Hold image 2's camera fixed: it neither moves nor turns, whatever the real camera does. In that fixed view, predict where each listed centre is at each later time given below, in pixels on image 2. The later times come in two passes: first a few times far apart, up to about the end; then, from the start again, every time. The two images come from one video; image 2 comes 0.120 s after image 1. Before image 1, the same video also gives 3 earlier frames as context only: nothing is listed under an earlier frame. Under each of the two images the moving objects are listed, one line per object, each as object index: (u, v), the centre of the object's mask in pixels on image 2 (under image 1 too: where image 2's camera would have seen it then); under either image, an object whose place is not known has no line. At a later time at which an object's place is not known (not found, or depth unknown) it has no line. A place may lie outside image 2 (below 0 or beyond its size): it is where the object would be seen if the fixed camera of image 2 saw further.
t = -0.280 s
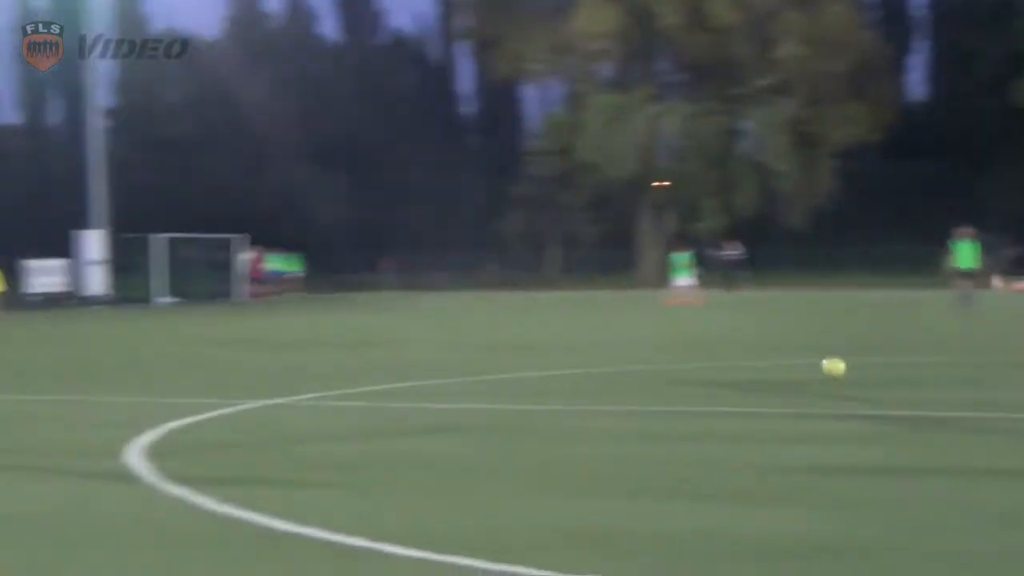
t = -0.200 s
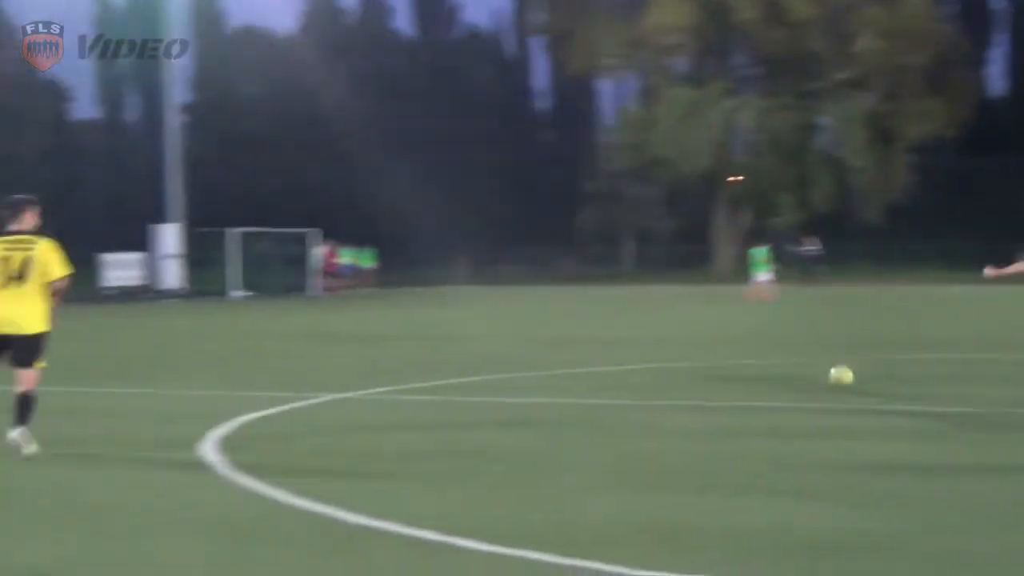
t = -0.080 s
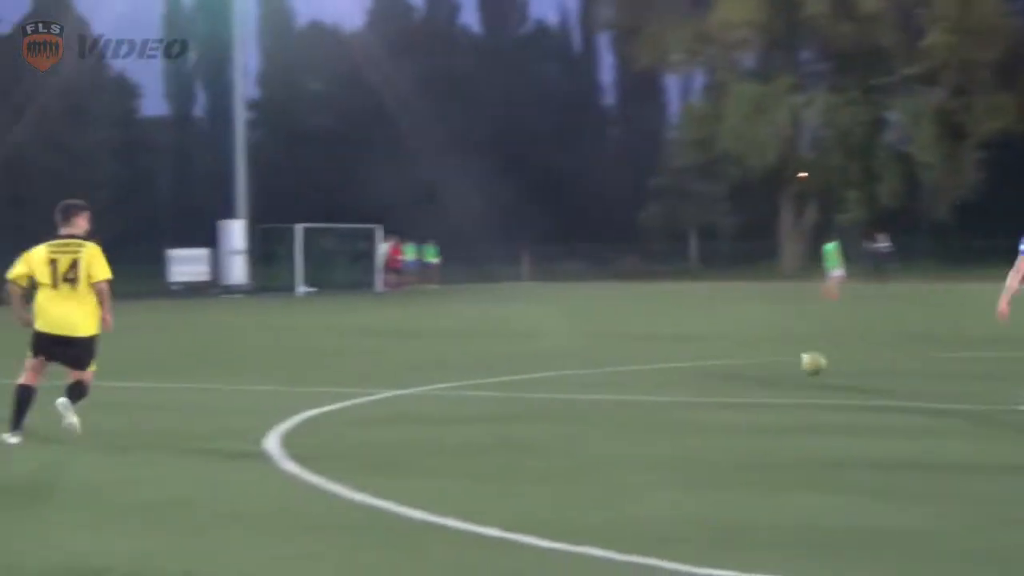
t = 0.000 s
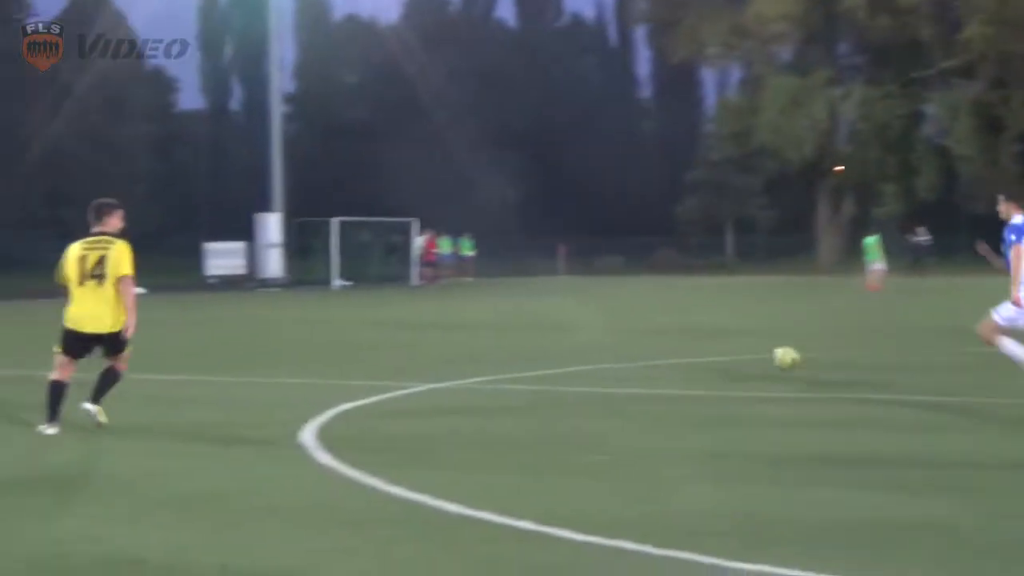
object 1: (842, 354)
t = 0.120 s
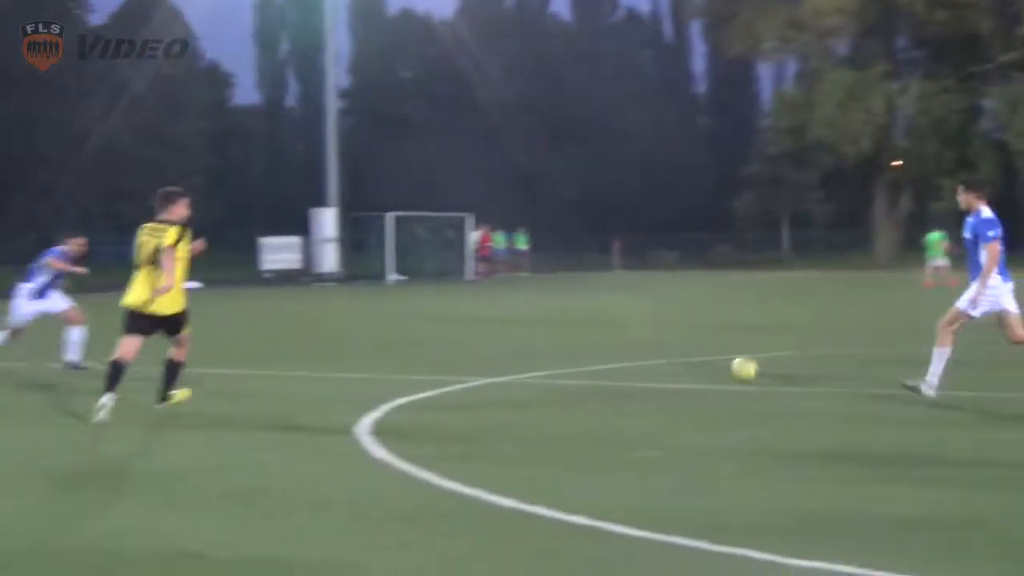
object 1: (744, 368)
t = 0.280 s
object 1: (609, 360)
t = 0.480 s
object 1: (435, 380)
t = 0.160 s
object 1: (713, 369)
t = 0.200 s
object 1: (678, 364)
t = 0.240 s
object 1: (645, 361)
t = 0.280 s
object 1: (609, 360)
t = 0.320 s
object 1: (576, 360)
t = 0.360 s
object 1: (546, 363)
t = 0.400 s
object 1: (505, 368)
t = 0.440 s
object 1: (469, 374)
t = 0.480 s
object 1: (435, 380)
